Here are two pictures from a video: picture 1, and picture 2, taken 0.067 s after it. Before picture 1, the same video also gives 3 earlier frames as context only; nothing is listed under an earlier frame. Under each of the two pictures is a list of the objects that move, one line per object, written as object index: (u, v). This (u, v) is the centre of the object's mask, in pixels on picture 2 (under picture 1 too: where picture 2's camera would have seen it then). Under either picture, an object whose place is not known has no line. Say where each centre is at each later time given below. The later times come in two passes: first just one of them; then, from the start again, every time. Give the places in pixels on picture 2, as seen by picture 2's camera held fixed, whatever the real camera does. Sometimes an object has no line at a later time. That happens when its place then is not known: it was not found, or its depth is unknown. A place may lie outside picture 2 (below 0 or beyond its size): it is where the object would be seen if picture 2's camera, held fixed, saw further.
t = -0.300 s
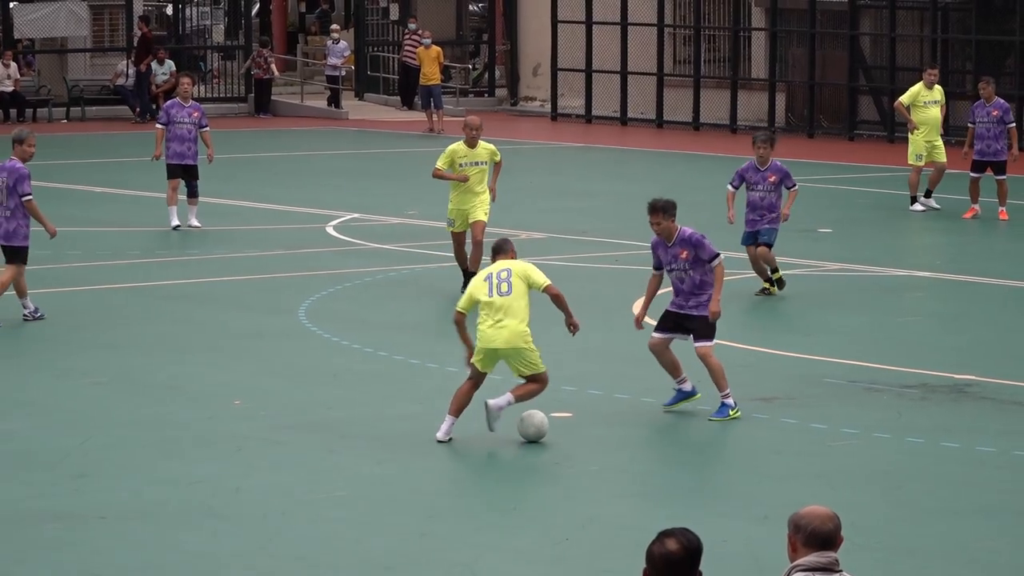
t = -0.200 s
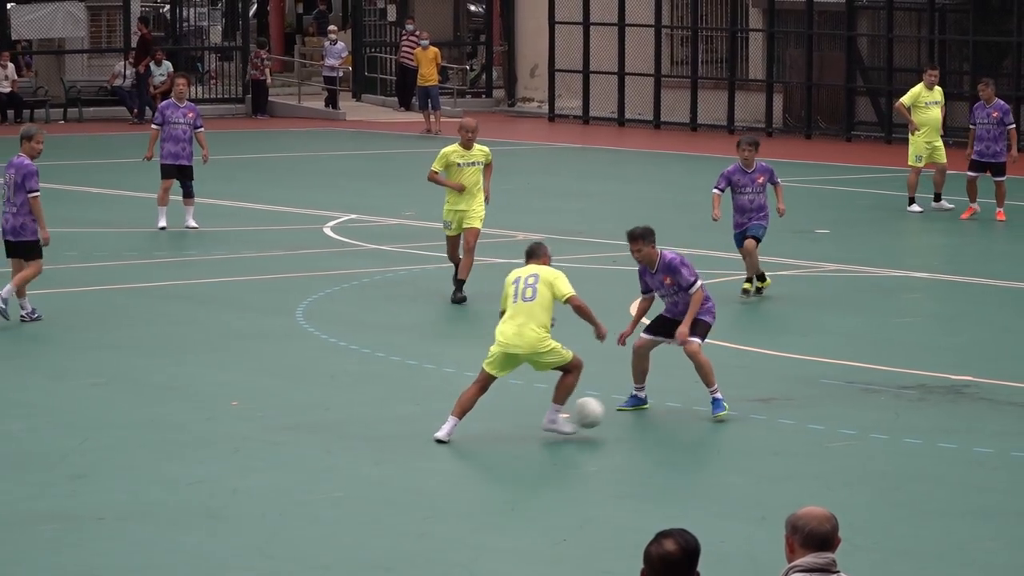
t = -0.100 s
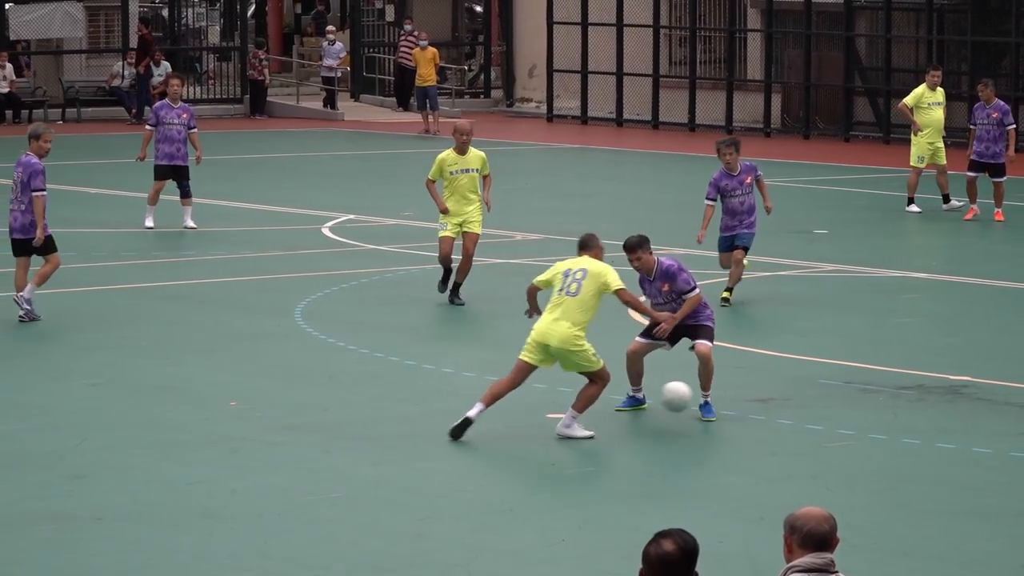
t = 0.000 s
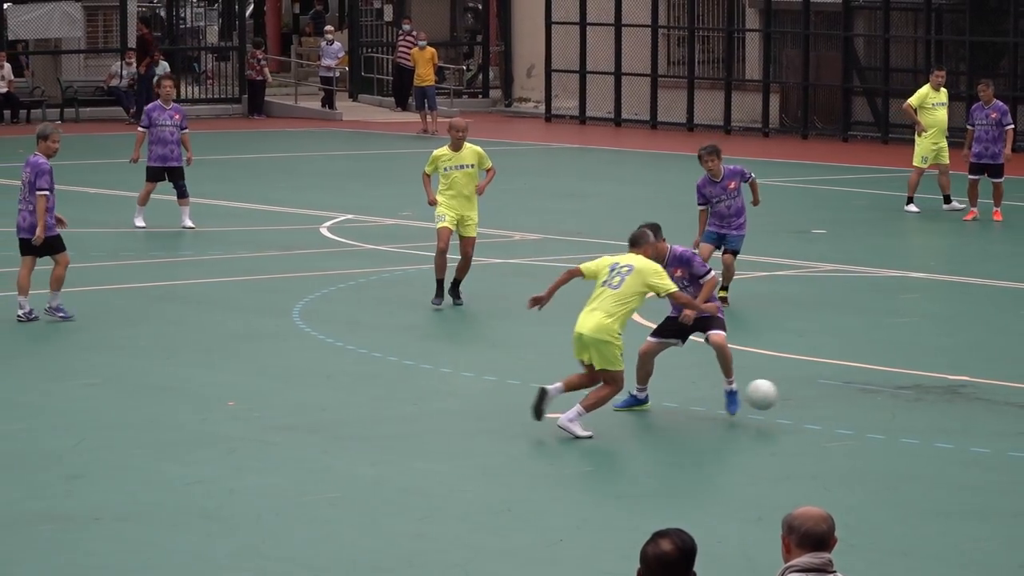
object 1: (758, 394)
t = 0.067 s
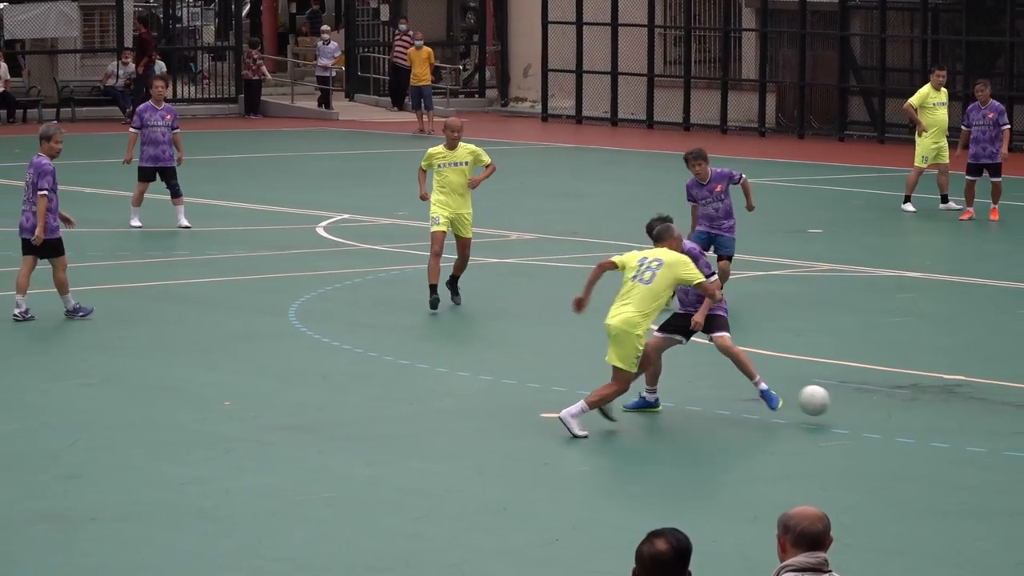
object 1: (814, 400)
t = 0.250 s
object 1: (931, 385)
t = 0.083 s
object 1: (827, 402)
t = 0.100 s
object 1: (841, 406)
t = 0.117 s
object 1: (853, 406)
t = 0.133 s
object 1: (863, 402)
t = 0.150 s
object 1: (873, 398)
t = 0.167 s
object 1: (883, 395)
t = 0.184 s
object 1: (893, 392)
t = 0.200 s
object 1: (902, 390)
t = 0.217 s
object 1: (912, 388)
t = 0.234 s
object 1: (921, 386)
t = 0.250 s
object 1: (931, 385)
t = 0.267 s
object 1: (940, 385)
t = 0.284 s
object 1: (950, 384)
